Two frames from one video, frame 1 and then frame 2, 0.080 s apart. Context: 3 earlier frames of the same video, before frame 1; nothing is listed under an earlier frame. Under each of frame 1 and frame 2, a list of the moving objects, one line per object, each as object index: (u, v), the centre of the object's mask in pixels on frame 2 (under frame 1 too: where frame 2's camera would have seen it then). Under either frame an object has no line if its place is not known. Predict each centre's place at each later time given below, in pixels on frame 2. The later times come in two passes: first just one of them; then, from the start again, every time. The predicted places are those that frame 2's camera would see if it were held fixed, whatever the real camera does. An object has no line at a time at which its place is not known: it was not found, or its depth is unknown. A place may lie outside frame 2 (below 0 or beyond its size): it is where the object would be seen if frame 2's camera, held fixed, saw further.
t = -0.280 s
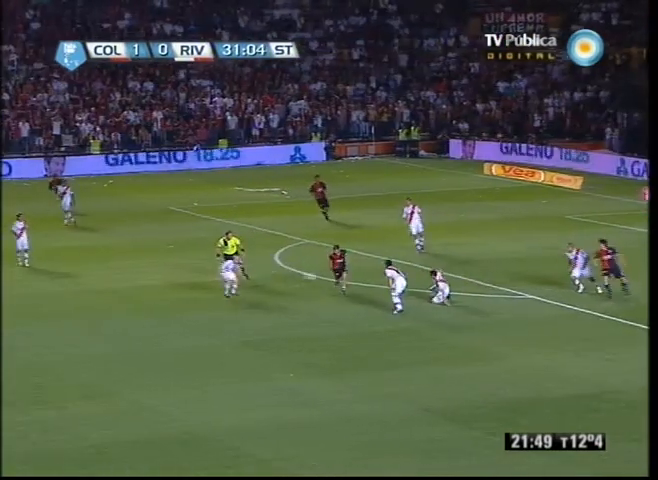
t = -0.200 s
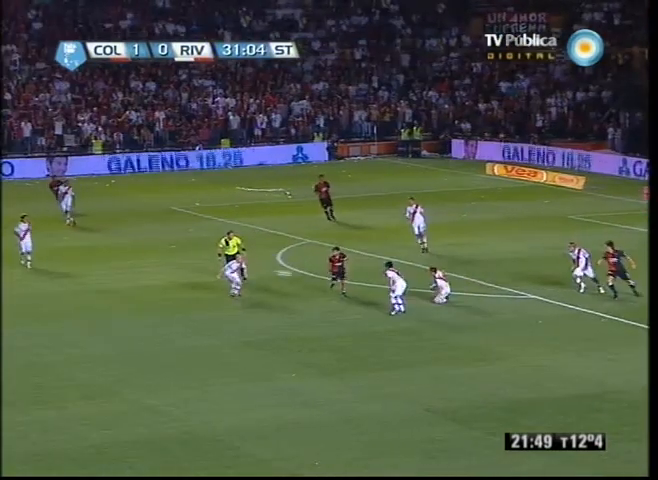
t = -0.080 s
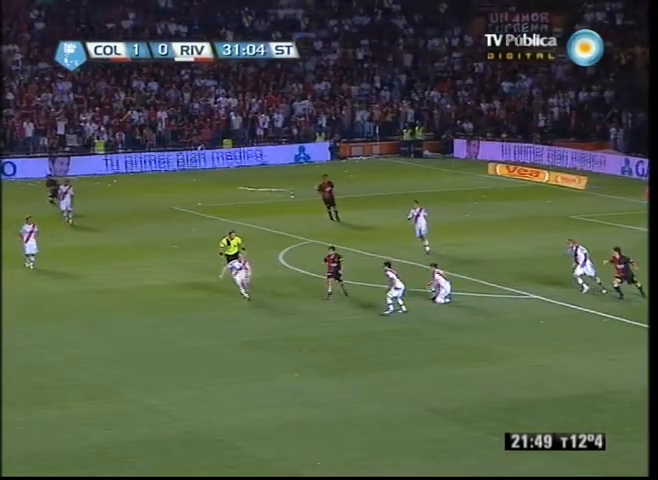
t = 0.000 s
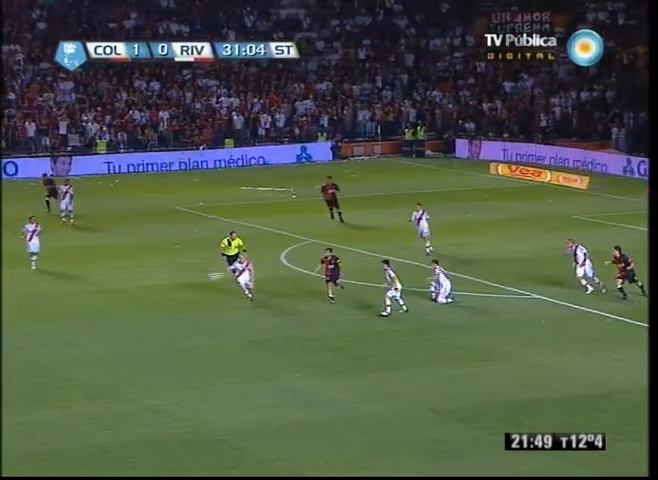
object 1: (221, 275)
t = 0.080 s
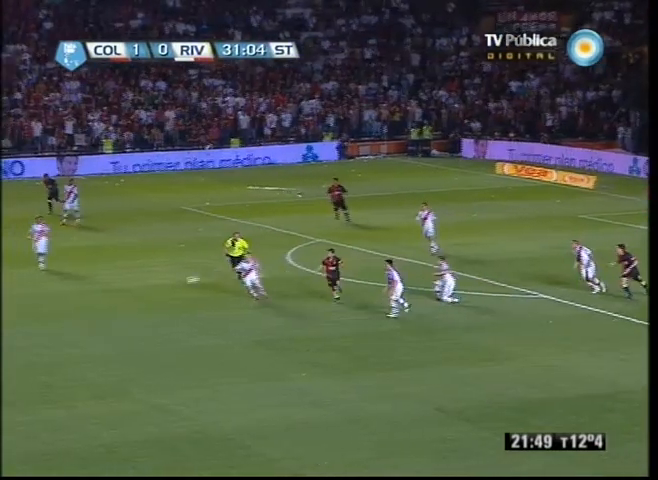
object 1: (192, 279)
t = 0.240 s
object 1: (130, 295)
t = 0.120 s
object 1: (177, 283)
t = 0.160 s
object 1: (162, 286)
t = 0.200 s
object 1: (146, 291)
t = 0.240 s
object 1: (130, 295)
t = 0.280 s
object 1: (114, 301)
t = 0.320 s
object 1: (97, 307)
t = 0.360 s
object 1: (82, 314)
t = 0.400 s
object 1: (66, 321)
